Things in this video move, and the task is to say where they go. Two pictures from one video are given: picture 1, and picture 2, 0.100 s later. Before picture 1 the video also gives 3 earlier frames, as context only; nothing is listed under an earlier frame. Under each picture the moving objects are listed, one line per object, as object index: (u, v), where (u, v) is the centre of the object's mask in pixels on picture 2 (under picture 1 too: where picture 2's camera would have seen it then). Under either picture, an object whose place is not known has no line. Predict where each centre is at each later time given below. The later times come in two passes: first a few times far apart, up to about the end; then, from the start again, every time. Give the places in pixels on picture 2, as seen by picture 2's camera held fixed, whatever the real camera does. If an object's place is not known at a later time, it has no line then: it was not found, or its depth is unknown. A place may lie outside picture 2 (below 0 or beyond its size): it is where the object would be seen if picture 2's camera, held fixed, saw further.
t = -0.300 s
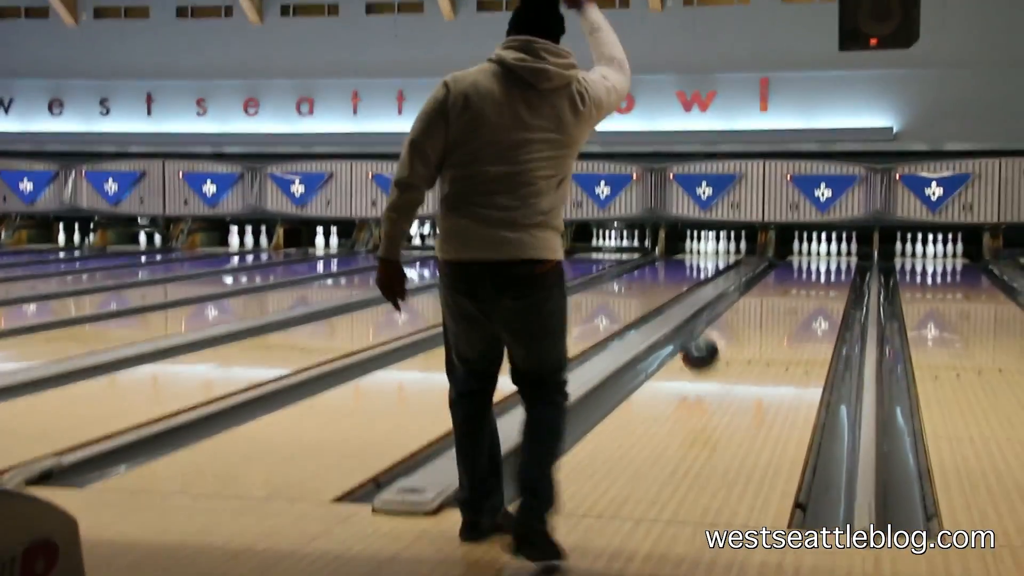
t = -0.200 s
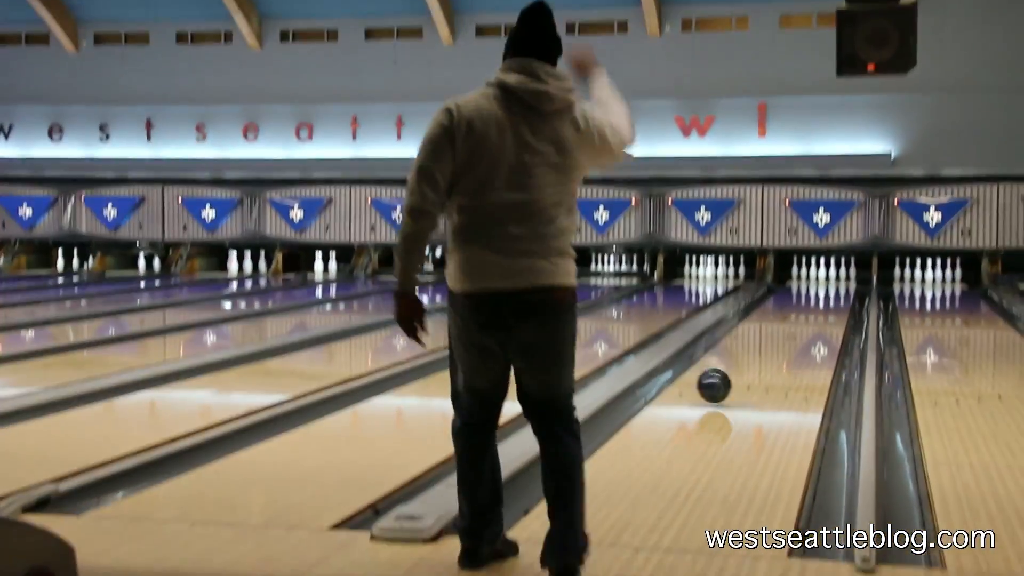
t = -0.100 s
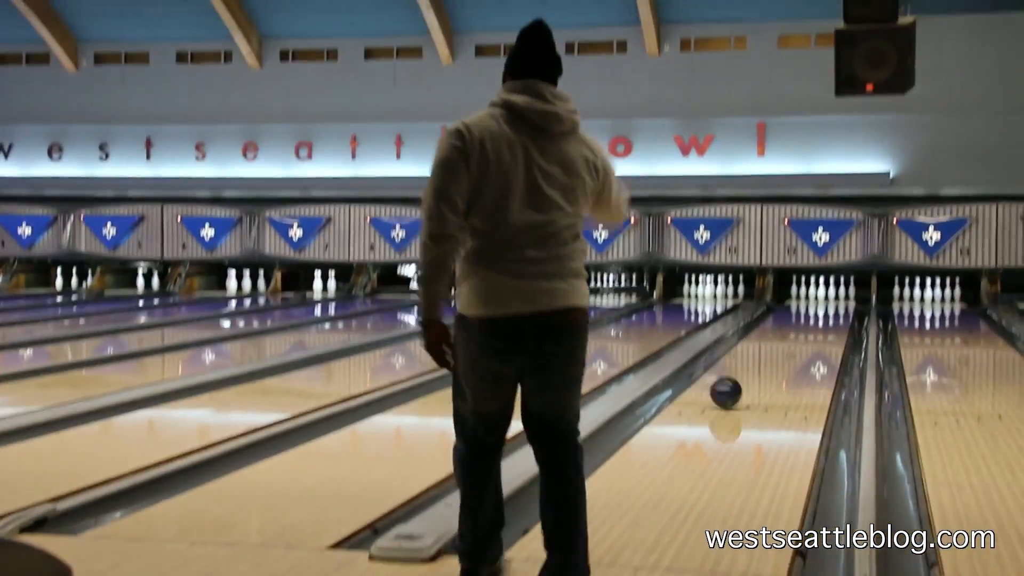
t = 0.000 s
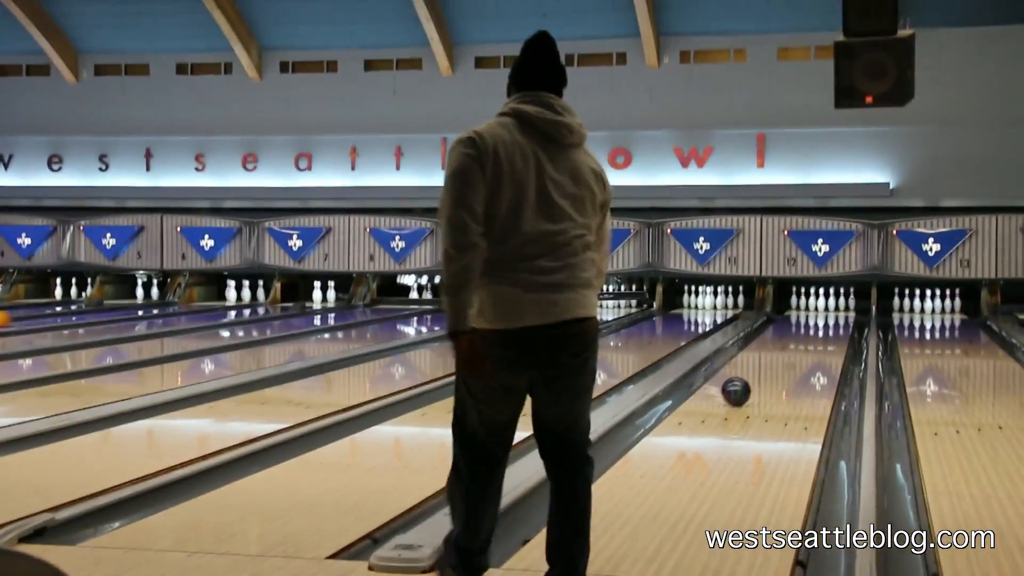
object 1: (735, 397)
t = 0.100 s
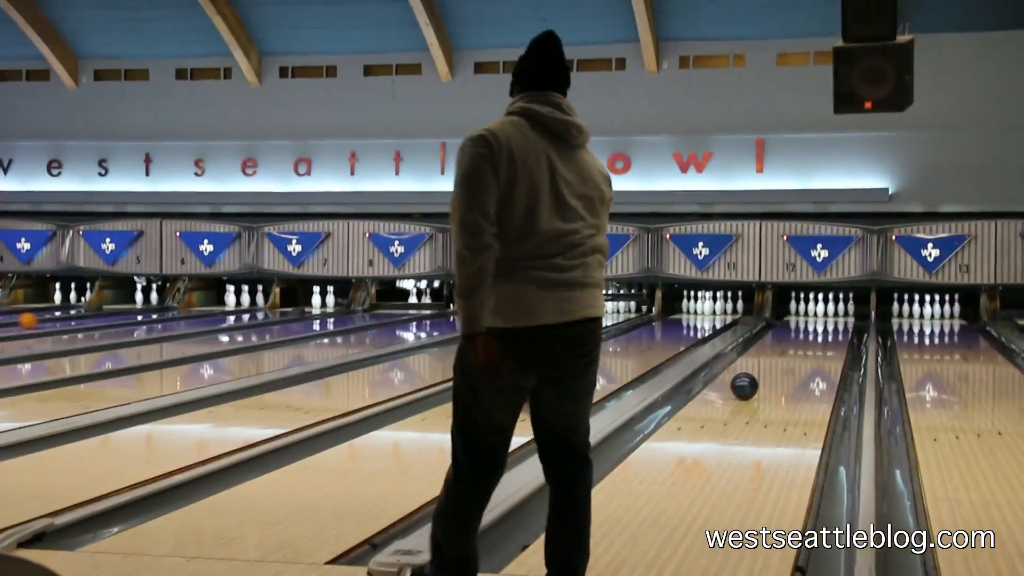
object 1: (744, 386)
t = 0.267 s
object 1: (756, 370)
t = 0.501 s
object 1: (769, 355)
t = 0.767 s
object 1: (780, 340)
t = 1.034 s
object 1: (787, 329)
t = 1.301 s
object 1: (789, 324)
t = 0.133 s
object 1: (747, 383)
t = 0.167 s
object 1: (750, 379)
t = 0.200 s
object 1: (752, 377)
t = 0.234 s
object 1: (754, 374)
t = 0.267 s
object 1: (756, 370)
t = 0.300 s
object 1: (758, 368)
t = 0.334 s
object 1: (760, 365)
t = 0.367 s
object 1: (762, 363)
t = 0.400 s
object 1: (764, 361)
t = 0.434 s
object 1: (766, 358)
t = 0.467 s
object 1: (767, 357)
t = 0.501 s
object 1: (769, 355)
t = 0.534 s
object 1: (771, 352)
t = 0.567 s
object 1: (772, 350)
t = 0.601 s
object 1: (774, 349)
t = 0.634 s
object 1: (775, 347)
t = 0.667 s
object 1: (776, 345)
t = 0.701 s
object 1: (778, 344)
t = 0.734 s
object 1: (779, 342)
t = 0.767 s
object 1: (780, 340)
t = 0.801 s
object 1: (781, 339)
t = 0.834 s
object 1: (782, 337)
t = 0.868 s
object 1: (783, 335)
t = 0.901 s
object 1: (784, 334)
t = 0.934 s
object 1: (785, 333)
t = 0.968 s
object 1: (786, 332)
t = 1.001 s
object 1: (787, 330)
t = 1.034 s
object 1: (787, 329)
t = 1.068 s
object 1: (788, 327)
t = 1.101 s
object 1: (789, 327)
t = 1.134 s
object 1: (789, 326)
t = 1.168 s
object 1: (789, 326)
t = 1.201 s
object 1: (790, 328)
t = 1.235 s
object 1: (790, 326)
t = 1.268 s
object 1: (789, 326)
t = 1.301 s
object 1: (789, 324)
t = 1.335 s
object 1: (789, 322)
